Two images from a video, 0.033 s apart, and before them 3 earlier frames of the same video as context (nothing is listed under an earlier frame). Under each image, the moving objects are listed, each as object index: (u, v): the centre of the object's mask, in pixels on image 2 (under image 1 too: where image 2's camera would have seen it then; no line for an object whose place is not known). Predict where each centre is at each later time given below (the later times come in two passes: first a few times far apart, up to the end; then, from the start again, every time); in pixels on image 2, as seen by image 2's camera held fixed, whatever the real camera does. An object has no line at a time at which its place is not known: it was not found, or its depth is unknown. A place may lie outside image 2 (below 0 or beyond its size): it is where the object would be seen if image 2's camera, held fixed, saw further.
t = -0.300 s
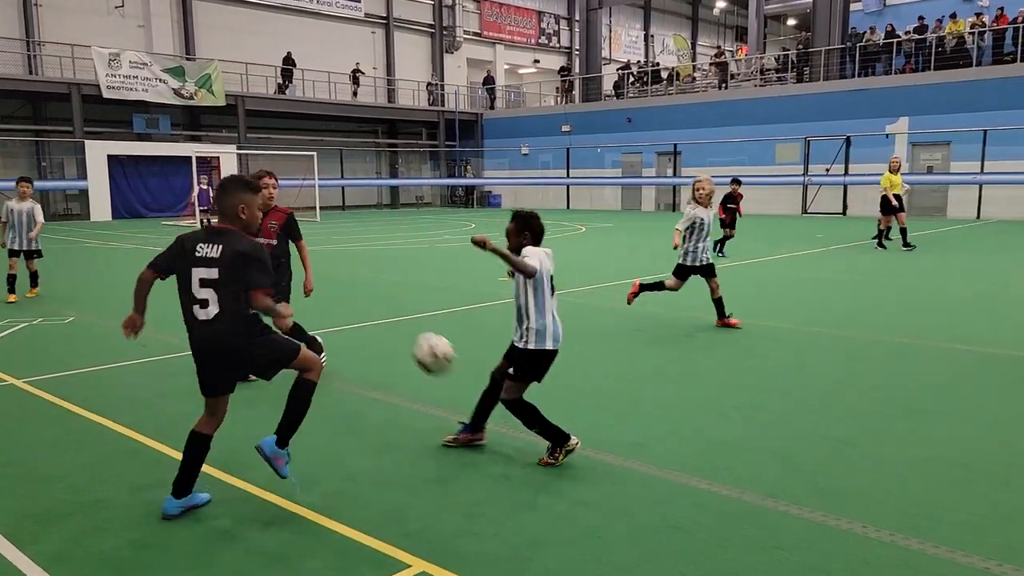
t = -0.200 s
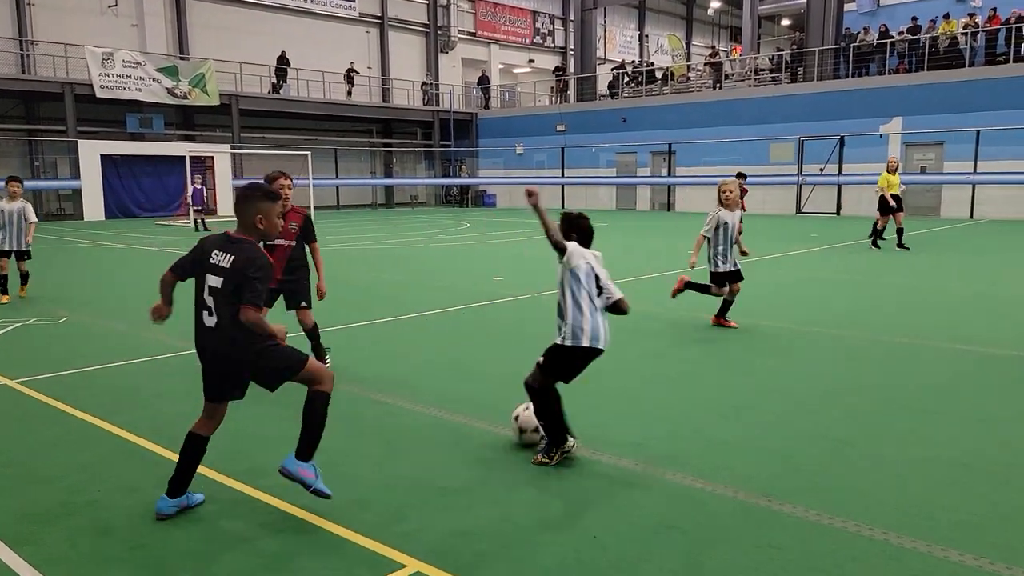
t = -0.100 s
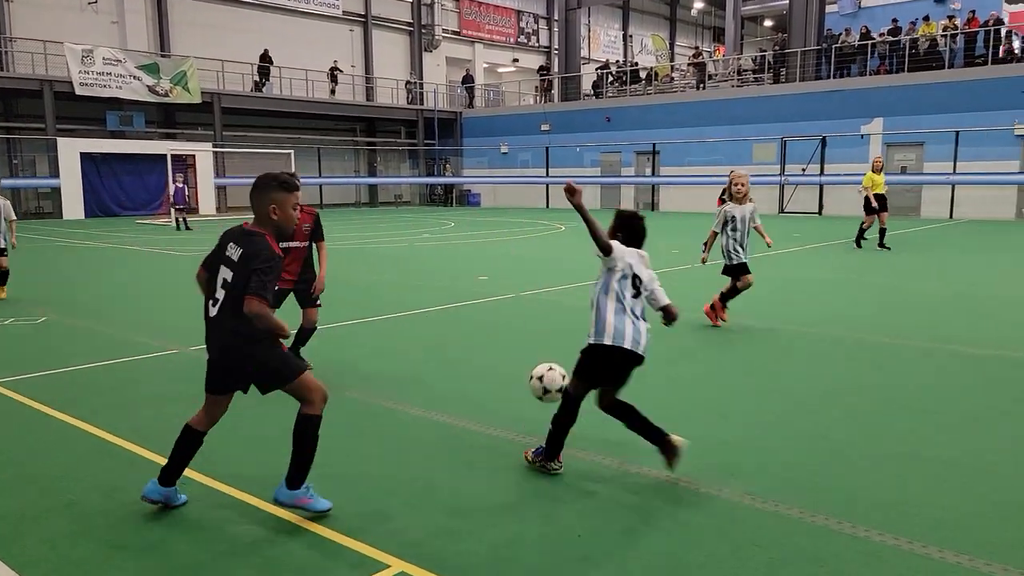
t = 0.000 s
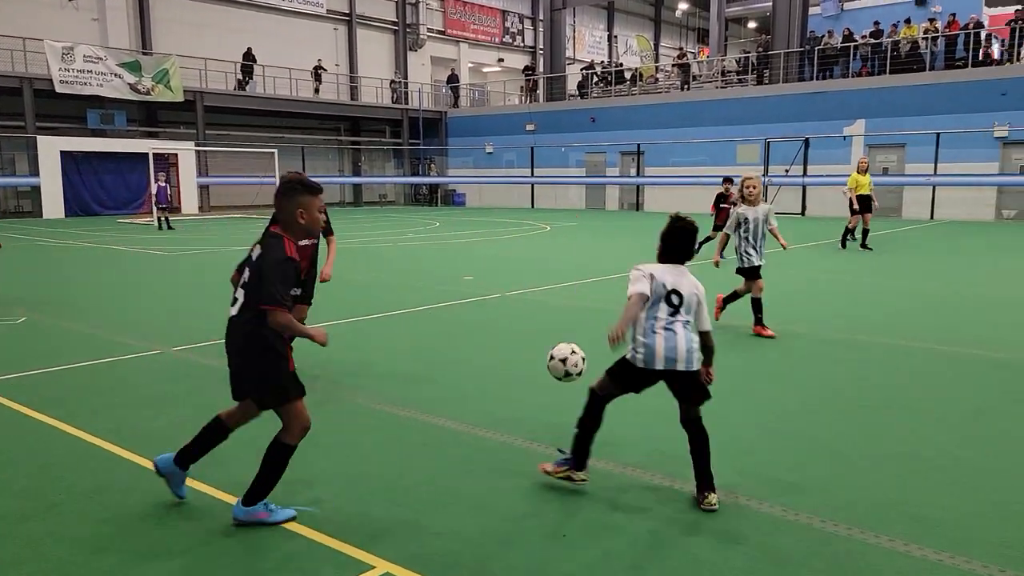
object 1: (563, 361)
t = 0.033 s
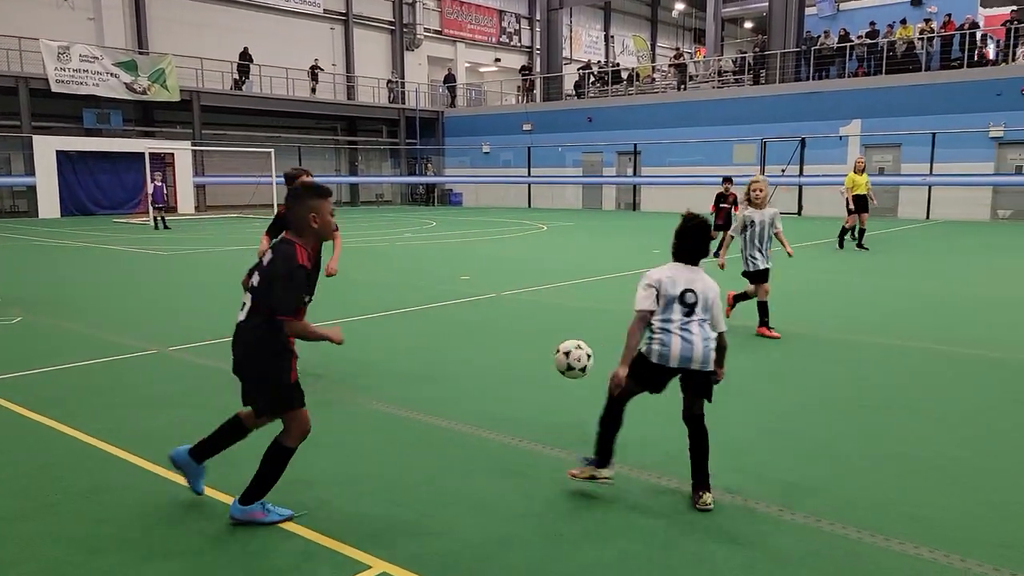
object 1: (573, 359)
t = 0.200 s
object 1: (626, 375)
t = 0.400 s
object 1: (667, 377)
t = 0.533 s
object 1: (683, 365)
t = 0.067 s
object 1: (586, 358)
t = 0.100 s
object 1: (595, 359)
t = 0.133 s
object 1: (604, 362)
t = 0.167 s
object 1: (614, 367)
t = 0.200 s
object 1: (626, 375)
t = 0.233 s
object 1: (636, 384)
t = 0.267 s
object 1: (644, 395)
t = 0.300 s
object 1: (653, 407)
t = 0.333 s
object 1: (658, 395)
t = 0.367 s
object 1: (663, 385)
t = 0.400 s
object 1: (667, 377)
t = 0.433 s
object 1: (672, 371)
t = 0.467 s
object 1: (676, 367)
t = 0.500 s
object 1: (680, 365)
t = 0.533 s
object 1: (683, 365)
